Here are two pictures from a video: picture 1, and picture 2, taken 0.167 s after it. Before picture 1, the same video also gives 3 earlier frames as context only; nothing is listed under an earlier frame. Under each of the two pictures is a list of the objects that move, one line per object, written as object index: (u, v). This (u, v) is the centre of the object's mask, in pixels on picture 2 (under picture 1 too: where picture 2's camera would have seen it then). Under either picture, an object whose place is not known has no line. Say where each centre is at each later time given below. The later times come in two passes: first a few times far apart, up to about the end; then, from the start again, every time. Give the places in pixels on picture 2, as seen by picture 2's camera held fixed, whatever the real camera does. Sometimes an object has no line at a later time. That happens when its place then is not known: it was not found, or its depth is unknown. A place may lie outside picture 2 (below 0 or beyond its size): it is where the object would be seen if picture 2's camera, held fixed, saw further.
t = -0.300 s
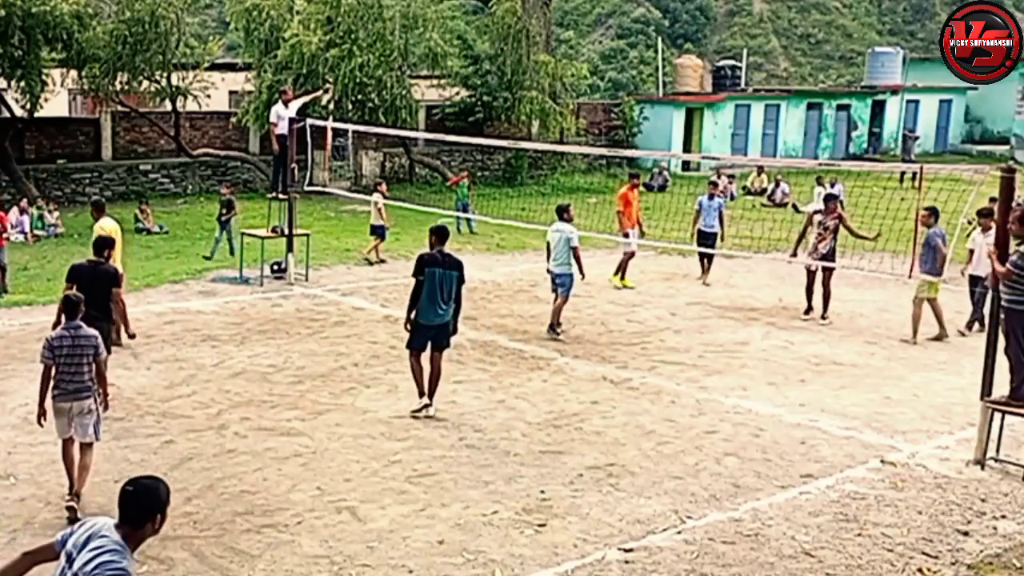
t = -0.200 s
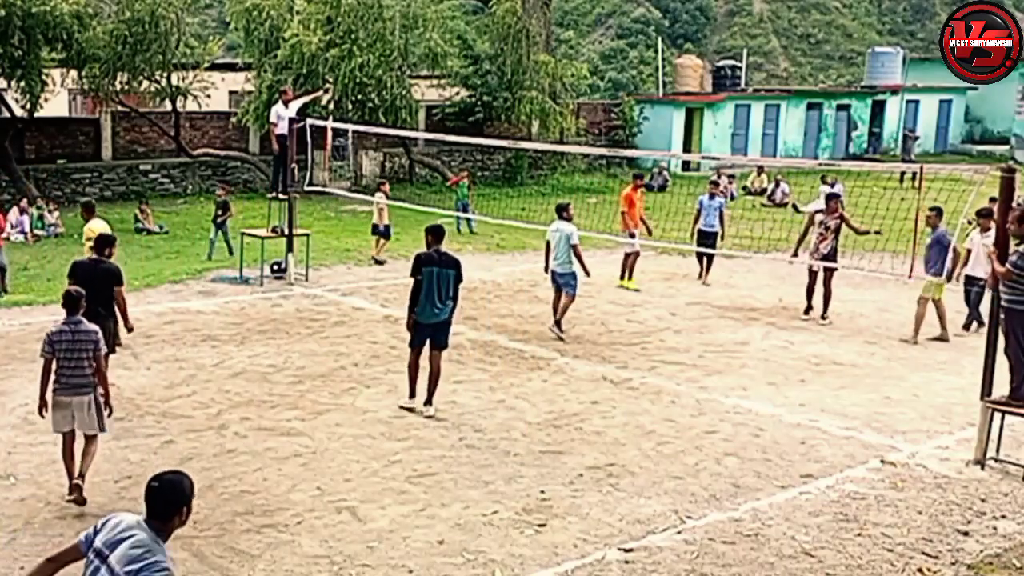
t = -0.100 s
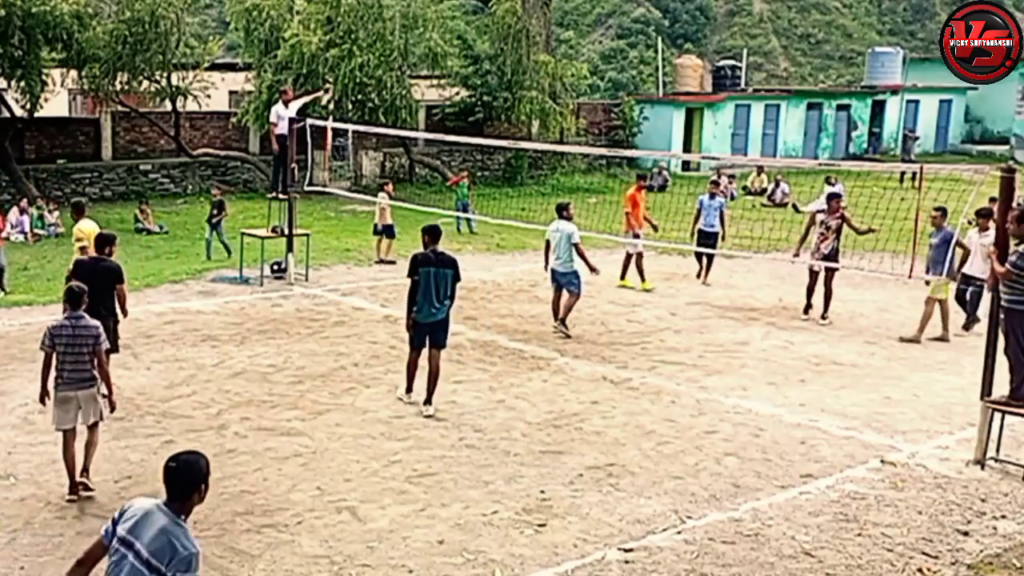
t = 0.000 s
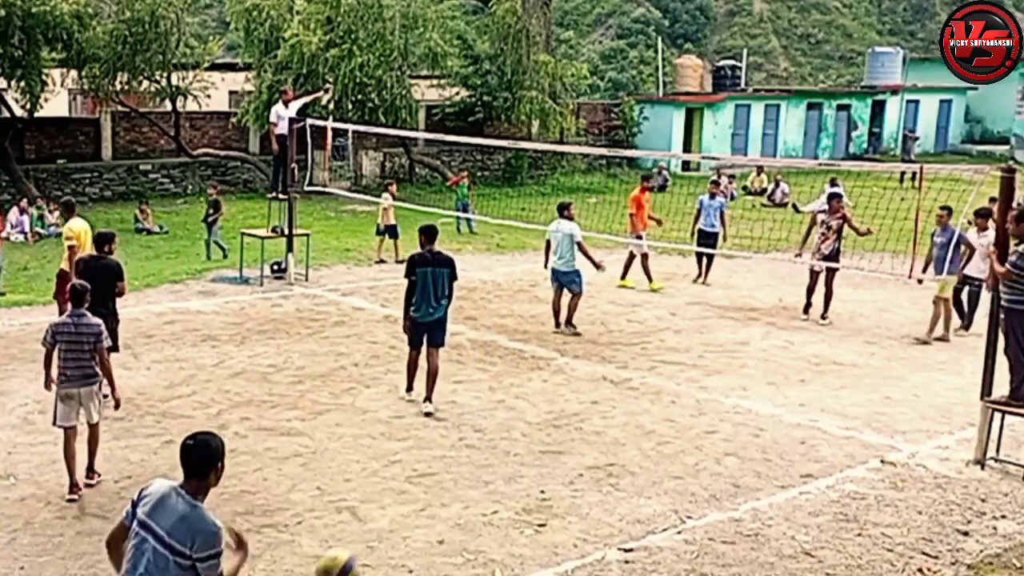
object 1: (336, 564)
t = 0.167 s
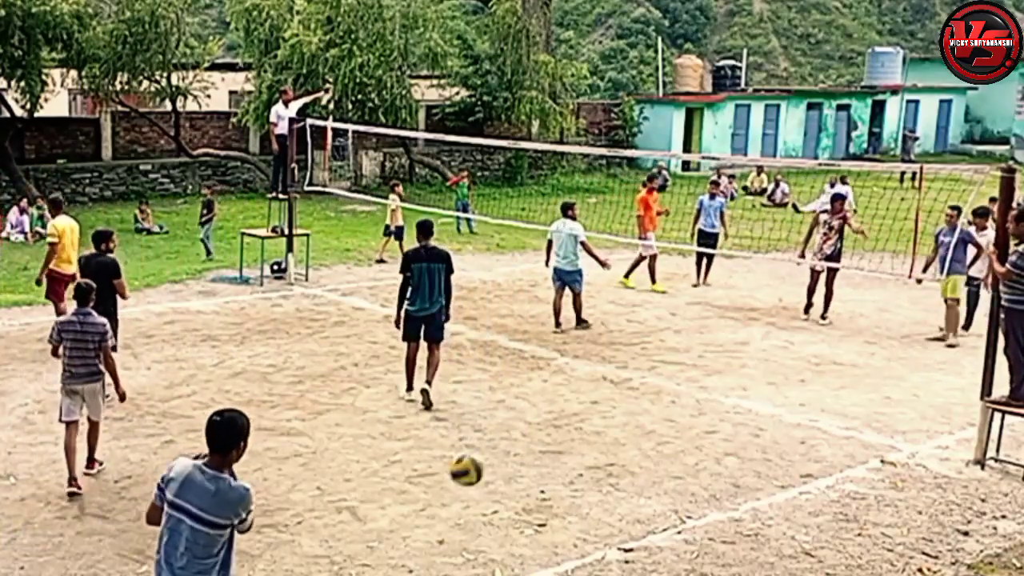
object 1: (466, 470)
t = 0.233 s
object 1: (504, 451)
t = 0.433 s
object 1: (587, 453)
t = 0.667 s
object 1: (640, 358)
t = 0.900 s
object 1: (678, 314)
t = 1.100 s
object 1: (701, 325)
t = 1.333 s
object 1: (724, 323)
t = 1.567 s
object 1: (750, 276)
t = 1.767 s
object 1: (765, 275)
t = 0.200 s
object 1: (486, 458)
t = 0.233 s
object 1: (504, 451)
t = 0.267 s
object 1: (521, 447)
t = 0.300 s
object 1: (536, 446)
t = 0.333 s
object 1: (550, 447)
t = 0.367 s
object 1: (563, 447)
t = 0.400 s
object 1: (575, 449)
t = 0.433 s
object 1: (587, 453)
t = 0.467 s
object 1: (598, 460)
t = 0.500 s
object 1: (606, 442)
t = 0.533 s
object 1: (613, 420)
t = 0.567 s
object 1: (620, 401)
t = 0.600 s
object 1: (628, 387)
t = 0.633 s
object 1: (634, 370)
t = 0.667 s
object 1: (640, 358)
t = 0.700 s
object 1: (646, 349)
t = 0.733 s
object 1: (653, 338)
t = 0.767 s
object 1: (658, 331)
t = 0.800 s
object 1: (663, 326)
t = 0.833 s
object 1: (668, 319)
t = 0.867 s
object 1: (673, 316)
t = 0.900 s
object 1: (678, 314)
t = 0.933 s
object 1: (682, 313)
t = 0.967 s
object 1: (686, 313)
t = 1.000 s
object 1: (690, 315)
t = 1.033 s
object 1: (694, 316)
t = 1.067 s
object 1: (697, 321)
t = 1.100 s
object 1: (701, 325)
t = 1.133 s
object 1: (704, 330)
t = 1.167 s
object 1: (707, 336)
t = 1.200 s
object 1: (710, 343)
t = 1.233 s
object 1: (713, 351)
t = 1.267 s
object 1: (716, 348)
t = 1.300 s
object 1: (721, 335)
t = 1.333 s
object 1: (724, 323)
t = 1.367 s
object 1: (729, 313)
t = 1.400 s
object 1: (733, 305)
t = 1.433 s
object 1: (736, 297)
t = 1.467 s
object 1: (741, 291)
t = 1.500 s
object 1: (743, 285)
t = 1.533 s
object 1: (747, 281)
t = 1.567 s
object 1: (750, 276)
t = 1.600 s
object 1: (753, 274)
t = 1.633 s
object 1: (755, 273)
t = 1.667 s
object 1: (758, 272)
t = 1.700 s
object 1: (761, 272)
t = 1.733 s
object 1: (763, 273)
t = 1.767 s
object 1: (765, 275)
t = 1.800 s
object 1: (767, 278)
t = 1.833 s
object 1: (769, 281)
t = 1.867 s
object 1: (771, 285)
